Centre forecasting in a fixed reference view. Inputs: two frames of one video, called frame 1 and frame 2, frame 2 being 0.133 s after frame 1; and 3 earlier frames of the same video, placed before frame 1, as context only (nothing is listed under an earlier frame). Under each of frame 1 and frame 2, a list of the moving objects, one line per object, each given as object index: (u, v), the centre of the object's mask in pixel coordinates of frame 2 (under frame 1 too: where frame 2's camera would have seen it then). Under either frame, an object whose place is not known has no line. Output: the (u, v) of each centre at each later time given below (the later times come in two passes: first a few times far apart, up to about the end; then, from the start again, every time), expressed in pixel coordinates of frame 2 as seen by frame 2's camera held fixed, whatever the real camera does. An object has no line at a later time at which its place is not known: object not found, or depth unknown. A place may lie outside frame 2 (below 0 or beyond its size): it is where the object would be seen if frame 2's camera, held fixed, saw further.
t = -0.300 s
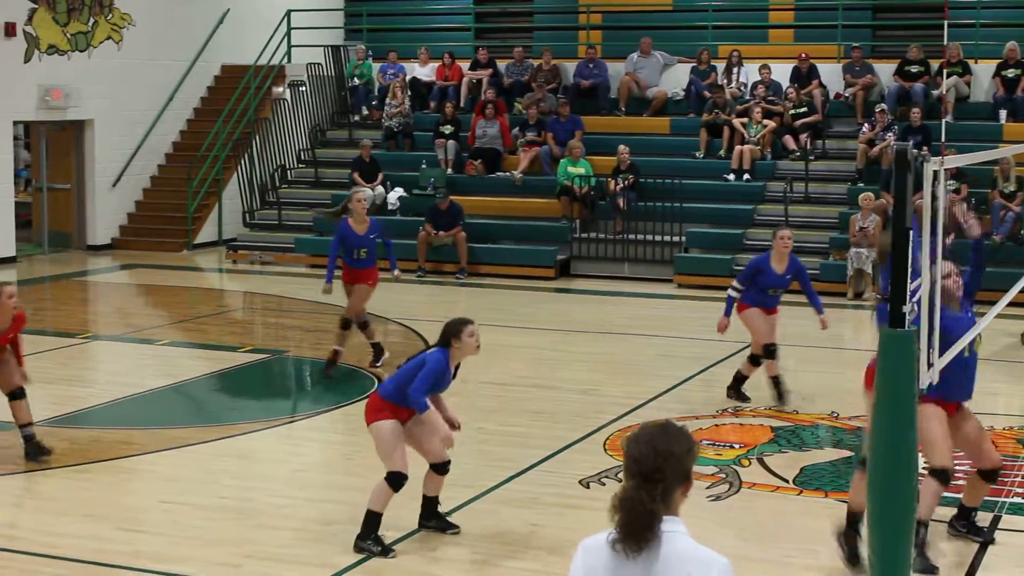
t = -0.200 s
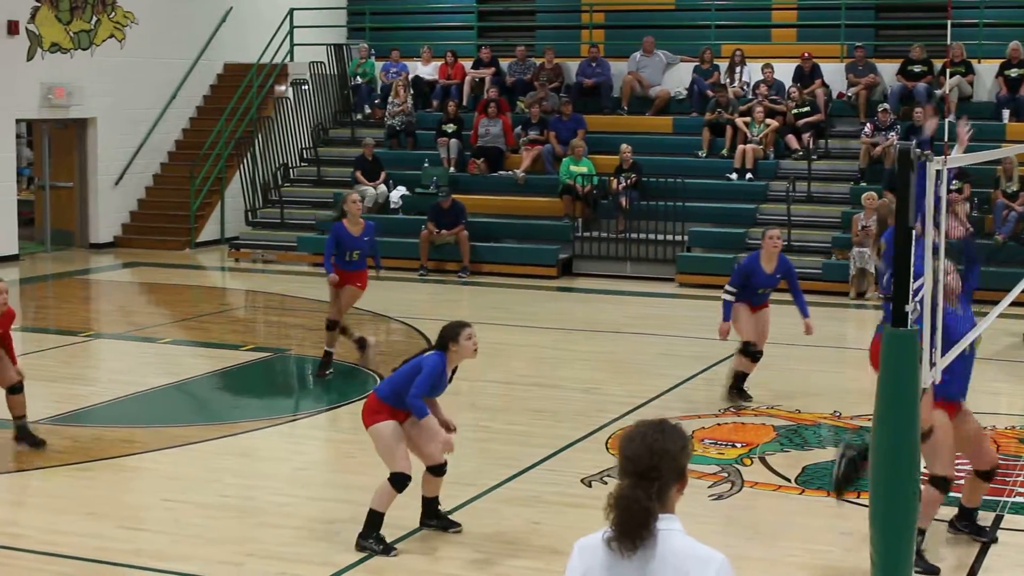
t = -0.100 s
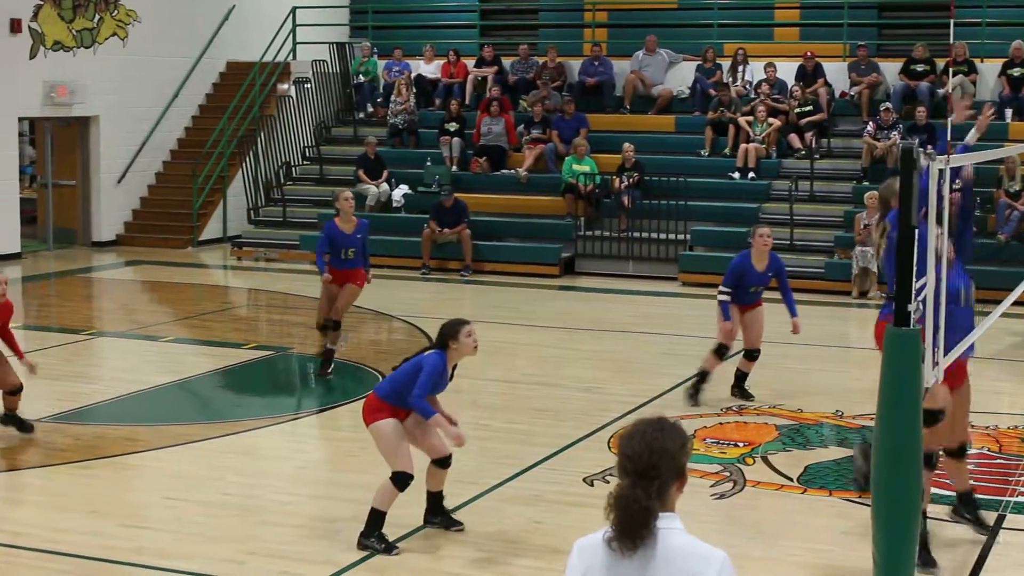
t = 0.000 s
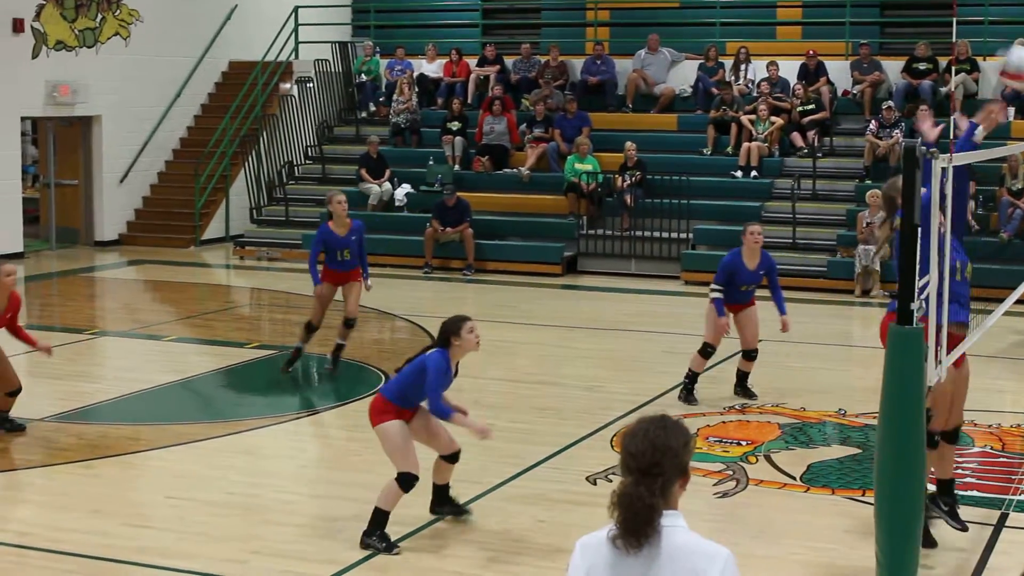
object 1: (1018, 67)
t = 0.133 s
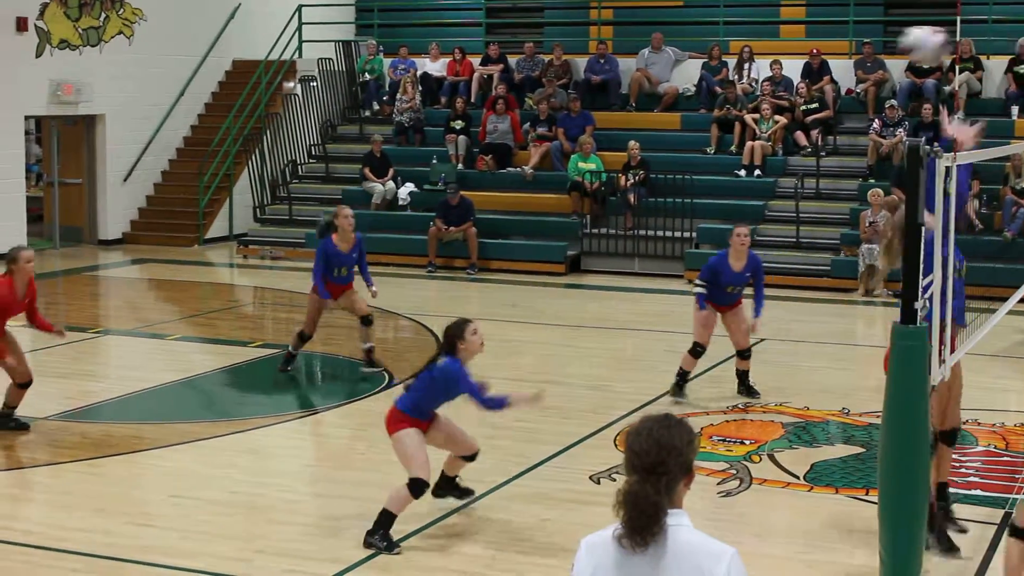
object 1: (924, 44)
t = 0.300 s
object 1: (815, 66)
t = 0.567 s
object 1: (672, 179)
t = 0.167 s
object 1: (900, 44)
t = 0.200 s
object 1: (877, 46)
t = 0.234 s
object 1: (857, 49)
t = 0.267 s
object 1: (835, 57)
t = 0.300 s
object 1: (815, 66)
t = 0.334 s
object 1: (794, 75)
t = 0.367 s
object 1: (775, 87)
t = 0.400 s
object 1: (757, 98)
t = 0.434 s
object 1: (739, 110)
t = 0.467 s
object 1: (720, 127)
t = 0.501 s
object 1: (704, 144)
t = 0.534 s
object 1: (686, 162)
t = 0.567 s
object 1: (672, 179)
